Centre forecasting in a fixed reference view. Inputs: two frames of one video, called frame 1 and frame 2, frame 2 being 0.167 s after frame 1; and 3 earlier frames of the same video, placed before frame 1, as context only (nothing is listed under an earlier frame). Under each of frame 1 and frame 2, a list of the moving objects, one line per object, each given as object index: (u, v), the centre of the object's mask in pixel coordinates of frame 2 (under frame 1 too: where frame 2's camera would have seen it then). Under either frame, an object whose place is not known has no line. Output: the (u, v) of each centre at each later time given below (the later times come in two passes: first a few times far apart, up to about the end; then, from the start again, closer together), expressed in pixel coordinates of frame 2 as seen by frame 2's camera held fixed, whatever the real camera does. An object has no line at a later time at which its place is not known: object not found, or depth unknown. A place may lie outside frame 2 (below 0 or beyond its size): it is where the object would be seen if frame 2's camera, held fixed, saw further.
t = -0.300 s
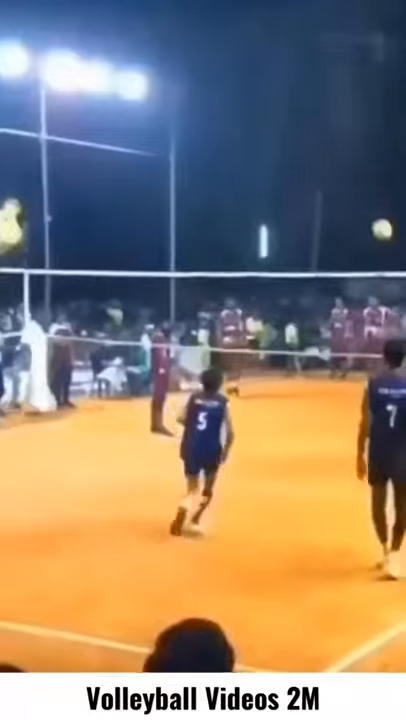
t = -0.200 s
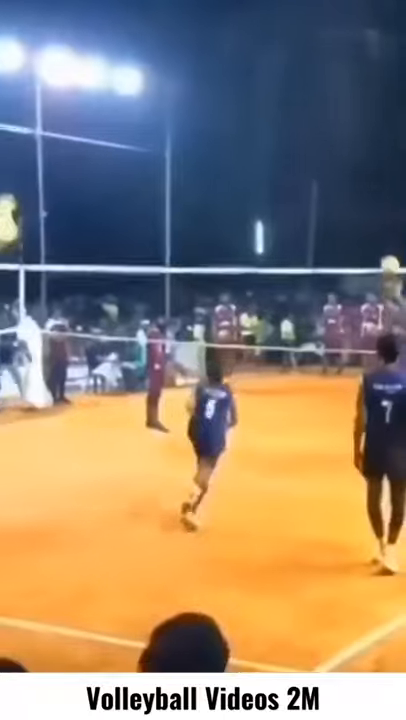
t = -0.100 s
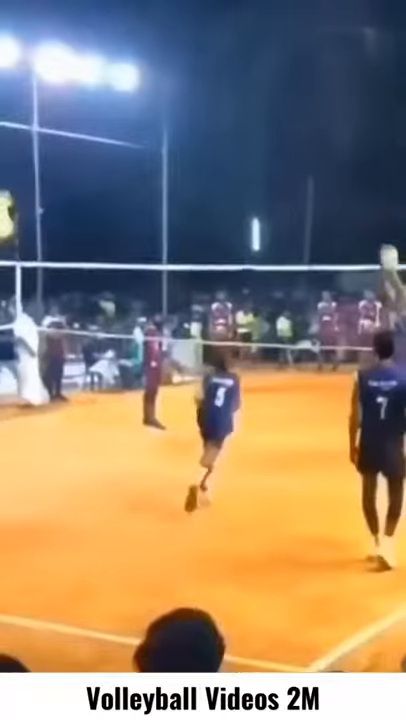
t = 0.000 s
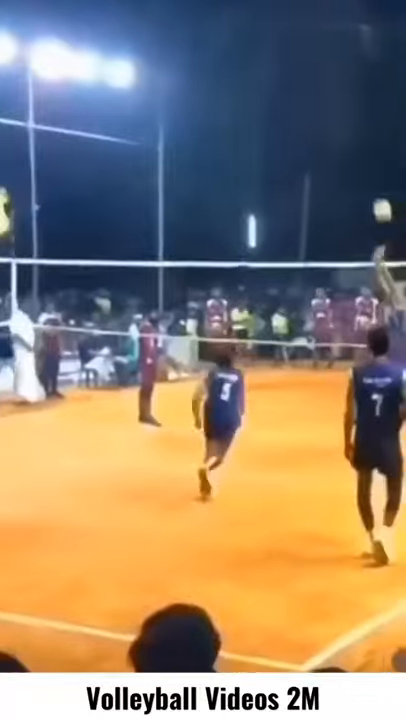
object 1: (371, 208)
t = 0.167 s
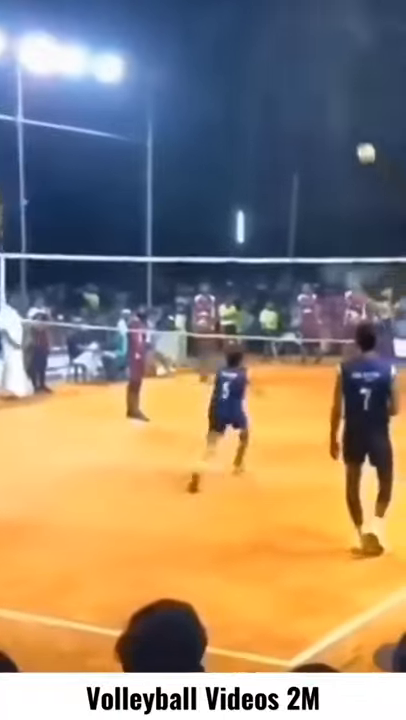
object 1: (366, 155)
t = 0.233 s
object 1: (364, 139)
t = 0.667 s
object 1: (347, 130)
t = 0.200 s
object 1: (365, 146)
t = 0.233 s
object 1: (364, 139)
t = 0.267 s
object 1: (362, 133)
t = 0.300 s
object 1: (360, 128)
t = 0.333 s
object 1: (360, 124)
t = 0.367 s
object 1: (358, 120)
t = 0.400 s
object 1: (357, 118)
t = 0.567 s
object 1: (348, 120)
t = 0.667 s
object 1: (347, 130)
